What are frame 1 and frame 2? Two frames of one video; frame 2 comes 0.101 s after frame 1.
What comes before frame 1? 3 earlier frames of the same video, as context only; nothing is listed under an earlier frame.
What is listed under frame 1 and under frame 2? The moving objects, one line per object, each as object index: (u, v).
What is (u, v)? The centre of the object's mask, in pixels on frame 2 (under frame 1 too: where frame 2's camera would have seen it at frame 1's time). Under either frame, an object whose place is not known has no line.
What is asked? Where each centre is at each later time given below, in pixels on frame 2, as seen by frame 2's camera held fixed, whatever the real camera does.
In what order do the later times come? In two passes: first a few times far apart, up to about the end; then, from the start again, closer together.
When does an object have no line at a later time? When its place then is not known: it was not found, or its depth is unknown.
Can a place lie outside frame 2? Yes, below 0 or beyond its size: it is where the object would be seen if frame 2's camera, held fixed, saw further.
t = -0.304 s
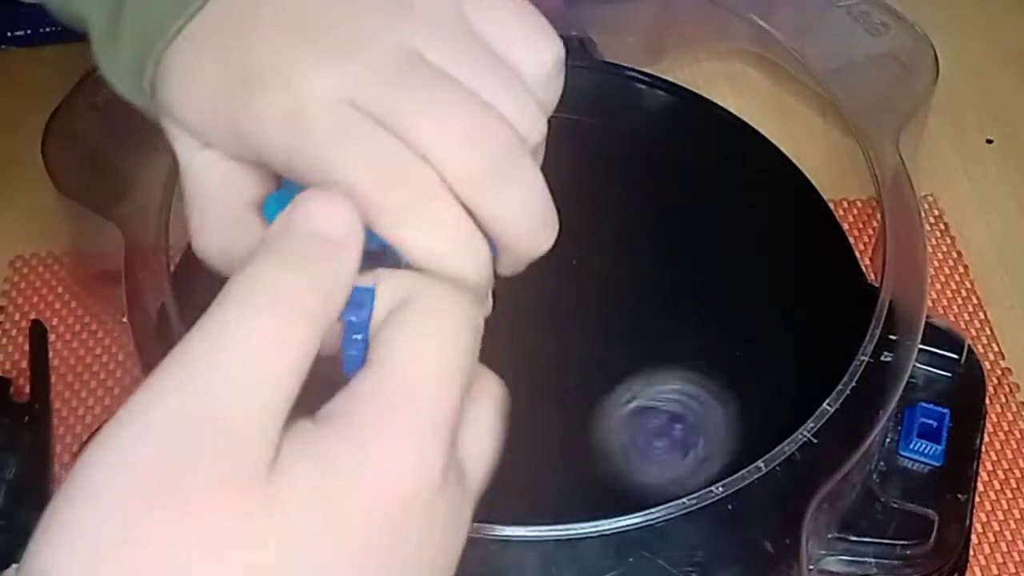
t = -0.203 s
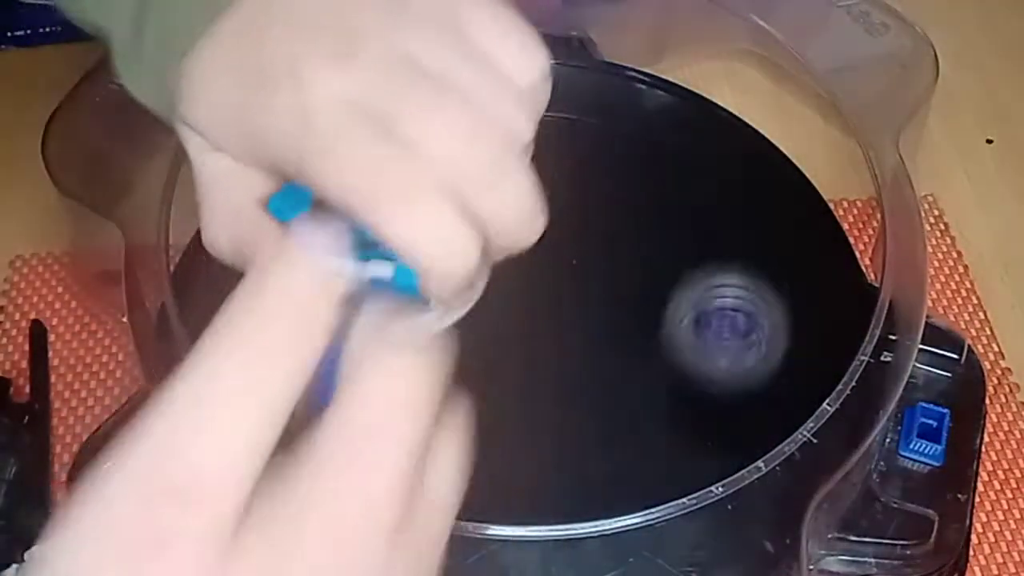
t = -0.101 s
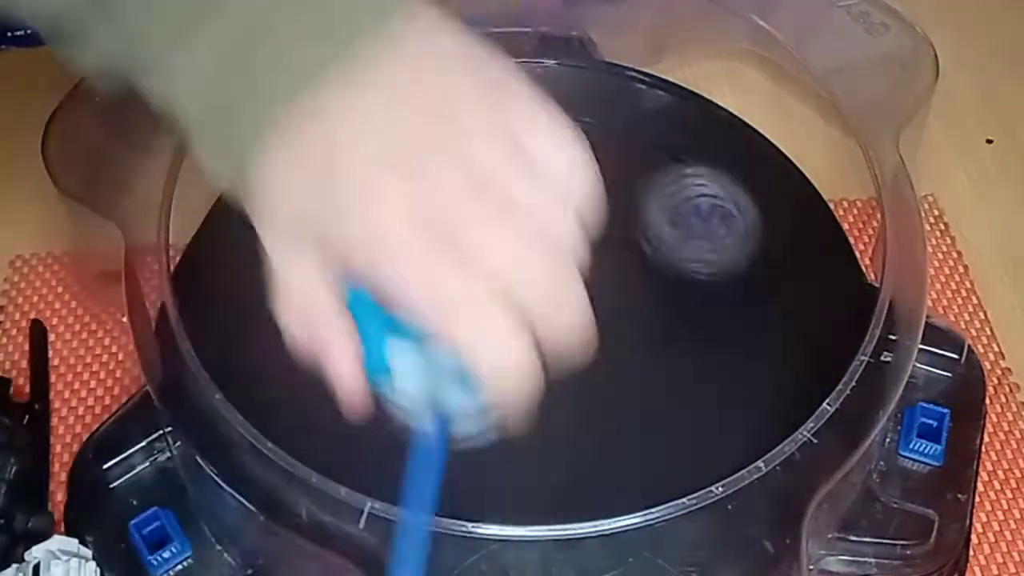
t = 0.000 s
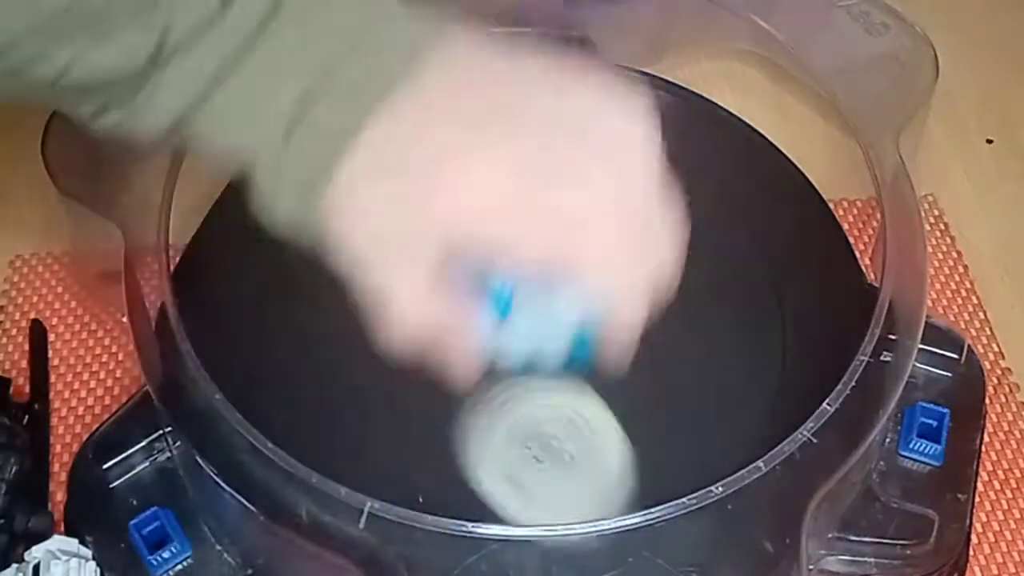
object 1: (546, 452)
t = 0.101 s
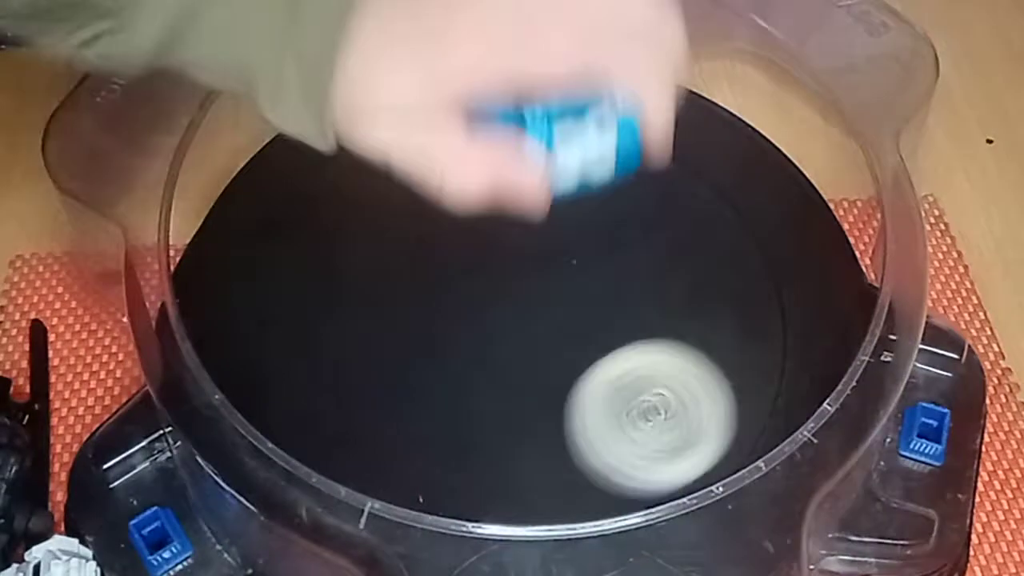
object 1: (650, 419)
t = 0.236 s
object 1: (717, 319)
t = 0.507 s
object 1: (540, 94)
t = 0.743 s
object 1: (265, 321)
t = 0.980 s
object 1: (706, 468)
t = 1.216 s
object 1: (545, 93)
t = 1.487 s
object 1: (357, 492)
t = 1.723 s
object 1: (770, 248)
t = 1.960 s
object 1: (437, 102)
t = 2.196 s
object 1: (301, 448)
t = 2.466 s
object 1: (775, 291)
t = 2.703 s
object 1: (531, 97)
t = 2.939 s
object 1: (257, 291)
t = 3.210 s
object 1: (651, 539)
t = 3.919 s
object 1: (231, 330)
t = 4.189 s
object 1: (613, 507)
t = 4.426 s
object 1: (680, 351)
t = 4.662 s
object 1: (497, 237)
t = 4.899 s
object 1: (285, 349)
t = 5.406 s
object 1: (596, 360)
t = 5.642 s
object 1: (439, 275)
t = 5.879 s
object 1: (354, 335)
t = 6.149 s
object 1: (437, 418)
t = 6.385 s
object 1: (534, 336)
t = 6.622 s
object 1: (493, 261)
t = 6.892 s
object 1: (317, 199)
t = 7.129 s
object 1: (369, 303)
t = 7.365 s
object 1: (417, 334)
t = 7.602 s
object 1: (364, 313)
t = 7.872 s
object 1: (363, 343)
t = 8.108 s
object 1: (374, 333)
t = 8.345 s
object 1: (340, 347)
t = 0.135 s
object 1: (678, 405)
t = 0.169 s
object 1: (700, 390)
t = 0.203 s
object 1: (711, 350)
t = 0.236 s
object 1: (717, 319)
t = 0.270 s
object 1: (714, 280)
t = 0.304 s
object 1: (705, 244)
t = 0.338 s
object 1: (692, 211)
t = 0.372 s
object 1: (673, 176)
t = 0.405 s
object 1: (650, 145)
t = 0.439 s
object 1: (621, 119)
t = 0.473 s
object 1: (585, 96)
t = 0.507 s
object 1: (540, 94)
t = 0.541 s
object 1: (489, 105)
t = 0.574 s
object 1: (439, 122)
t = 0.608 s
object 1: (393, 146)
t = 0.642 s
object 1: (349, 178)
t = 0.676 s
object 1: (311, 219)
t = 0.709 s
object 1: (281, 270)
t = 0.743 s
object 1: (265, 321)
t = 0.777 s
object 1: (262, 378)
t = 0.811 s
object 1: (296, 436)
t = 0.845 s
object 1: (360, 484)
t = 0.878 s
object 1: (439, 511)
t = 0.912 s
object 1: (533, 520)
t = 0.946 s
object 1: (633, 507)
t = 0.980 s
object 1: (706, 468)
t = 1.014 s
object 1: (756, 399)
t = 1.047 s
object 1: (778, 323)
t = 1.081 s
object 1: (770, 248)
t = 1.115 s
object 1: (733, 187)
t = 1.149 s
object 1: (678, 142)
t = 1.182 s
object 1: (615, 112)
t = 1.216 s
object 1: (545, 93)
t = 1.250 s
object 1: (474, 96)
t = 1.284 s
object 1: (405, 113)
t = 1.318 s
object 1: (343, 149)
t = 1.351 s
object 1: (293, 197)
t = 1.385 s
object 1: (258, 264)
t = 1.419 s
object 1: (257, 339)
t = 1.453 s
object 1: (291, 423)
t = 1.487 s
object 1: (357, 492)
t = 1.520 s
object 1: (455, 516)
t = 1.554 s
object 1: (568, 518)
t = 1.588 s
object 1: (662, 496)
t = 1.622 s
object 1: (728, 445)
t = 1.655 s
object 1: (766, 376)
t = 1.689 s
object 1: (781, 313)
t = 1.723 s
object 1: (770, 248)
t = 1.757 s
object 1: (741, 197)
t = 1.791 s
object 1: (701, 156)
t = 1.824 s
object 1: (653, 128)
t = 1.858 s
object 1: (601, 107)
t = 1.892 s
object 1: (550, 93)
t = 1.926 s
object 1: (494, 91)
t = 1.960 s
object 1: (437, 102)
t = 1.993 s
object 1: (383, 121)
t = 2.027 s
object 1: (335, 151)
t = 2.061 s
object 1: (291, 192)
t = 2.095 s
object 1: (259, 245)
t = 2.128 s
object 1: (250, 304)
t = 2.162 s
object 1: (261, 379)
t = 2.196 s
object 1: (301, 448)
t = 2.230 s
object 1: (370, 500)
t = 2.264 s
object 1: (459, 516)
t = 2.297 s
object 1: (555, 515)
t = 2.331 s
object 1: (643, 501)
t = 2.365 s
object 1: (705, 462)
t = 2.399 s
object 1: (748, 406)
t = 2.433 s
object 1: (772, 347)
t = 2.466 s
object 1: (775, 291)
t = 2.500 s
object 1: (762, 239)
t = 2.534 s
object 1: (736, 197)
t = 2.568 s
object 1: (702, 163)
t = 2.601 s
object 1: (663, 137)
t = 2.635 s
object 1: (622, 118)
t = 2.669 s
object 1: (578, 102)
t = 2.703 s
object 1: (531, 97)
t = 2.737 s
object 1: (482, 100)
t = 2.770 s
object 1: (433, 113)
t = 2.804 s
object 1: (387, 131)
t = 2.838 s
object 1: (346, 159)
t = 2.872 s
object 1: (309, 196)
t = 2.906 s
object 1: (278, 240)
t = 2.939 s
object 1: (257, 291)
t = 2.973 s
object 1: (248, 347)
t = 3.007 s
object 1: (261, 403)
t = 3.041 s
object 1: (293, 462)
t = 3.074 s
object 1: (338, 503)
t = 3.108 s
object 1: (405, 518)
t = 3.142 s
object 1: (481, 529)
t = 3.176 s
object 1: (564, 537)
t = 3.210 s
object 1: (651, 539)
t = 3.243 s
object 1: (714, 526)
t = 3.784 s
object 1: (311, 174)
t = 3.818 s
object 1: (272, 208)
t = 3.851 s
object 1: (244, 245)
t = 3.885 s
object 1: (224, 287)
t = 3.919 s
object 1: (231, 330)
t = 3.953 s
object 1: (261, 374)
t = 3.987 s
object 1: (300, 415)
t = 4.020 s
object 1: (347, 448)
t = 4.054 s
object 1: (398, 476)
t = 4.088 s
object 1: (455, 498)
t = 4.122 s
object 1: (506, 512)
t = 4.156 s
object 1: (558, 513)
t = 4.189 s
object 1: (613, 507)
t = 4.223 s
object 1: (656, 488)
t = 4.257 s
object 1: (689, 458)
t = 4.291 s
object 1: (700, 426)
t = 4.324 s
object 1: (706, 418)
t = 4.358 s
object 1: (704, 396)
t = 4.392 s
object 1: (693, 373)
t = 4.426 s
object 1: (680, 351)
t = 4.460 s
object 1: (660, 326)
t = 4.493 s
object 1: (638, 304)
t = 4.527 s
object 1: (613, 281)
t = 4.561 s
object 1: (588, 266)
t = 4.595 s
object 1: (559, 252)
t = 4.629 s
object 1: (528, 243)
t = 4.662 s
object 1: (497, 237)
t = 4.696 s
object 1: (463, 236)
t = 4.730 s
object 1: (432, 239)
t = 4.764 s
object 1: (401, 247)
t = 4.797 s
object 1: (373, 262)
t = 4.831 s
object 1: (338, 287)
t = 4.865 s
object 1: (307, 319)
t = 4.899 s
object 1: (285, 349)
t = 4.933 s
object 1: (273, 379)
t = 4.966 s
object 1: (274, 406)
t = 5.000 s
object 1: (284, 438)
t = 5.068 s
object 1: (314, 493)
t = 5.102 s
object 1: (342, 503)
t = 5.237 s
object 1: (471, 497)
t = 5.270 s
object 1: (505, 473)
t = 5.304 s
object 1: (534, 457)
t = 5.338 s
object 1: (561, 429)
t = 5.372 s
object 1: (583, 395)
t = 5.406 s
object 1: (596, 360)
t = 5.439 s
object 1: (590, 333)
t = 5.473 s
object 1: (563, 320)
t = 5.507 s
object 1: (537, 307)
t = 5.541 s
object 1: (511, 297)
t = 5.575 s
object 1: (483, 287)
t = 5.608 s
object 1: (459, 280)
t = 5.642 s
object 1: (439, 275)
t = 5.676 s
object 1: (419, 273)
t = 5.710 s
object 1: (405, 273)
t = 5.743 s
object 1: (397, 276)
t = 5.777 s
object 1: (391, 281)
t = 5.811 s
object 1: (389, 288)
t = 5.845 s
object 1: (375, 309)
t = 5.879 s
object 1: (354, 335)
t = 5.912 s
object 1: (338, 361)
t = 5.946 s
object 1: (333, 382)
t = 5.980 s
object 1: (333, 399)
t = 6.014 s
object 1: (343, 412)
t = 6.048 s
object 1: (362, 420)
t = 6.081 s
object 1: (383, 423)
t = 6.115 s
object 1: (411, 422)
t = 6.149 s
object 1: (437, 418)
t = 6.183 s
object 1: (466, 411)
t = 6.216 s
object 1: (489, 400)
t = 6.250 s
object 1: (512, 386)
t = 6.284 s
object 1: (531, 371)
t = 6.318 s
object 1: (542, 358)
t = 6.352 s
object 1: (539, 348)
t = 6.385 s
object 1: (534, 336)
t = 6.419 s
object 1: (527, 321)
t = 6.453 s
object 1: (520, 308)
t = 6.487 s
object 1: (513, 296)
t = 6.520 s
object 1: (508, 285)
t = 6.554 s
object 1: (502, 275)
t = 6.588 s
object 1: (498, 267)
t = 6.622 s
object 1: (493, 261)
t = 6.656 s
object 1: (489, 255)
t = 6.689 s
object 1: (484, 251)
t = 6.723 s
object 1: (480, 248)
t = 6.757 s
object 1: (471, 244)
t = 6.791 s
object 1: (432, 230)
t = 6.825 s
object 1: (385, 216)
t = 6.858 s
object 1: (347, 205)
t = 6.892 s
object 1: (317, 199)
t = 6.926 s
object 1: (295, 201)
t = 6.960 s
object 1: (292, 211)
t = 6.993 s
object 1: (302, 228)
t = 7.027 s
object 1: (315, 249)
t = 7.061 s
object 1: (330, 268)
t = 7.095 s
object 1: (348, 286)
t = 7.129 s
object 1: (369, 303)
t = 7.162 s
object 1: (394, 318)
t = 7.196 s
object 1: (420, 328)
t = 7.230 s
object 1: (444, 336)
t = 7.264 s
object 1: (450, 341)
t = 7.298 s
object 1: (434, 341)
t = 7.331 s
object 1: (422, 339)
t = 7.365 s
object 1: (417, 334)
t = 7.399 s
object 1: (417, 329)
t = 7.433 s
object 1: (421, 323)
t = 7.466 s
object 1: (428, 317)
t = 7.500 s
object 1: (437, 311)
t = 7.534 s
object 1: (422, 308)
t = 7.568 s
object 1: (388, 310)
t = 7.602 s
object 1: (364, 313)
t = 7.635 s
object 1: (347, 316)
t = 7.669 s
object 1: (337, 320)
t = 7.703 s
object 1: (332, 324)
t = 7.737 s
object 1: (332, 328)
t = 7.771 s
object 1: (336, 333)
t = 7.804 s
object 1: (342, 337)
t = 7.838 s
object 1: (352, 340)
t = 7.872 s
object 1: (363, 343)
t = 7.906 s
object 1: (376, 345)
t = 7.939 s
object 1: (390, 345)
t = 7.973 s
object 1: (405, 342)
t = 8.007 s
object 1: (422, 338)
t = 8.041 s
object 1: (436, 331)
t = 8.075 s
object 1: (406, 332)
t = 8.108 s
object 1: (374, 333)
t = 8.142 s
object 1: (348, 334)
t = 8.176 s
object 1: (330, 335)
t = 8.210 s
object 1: (321, 336)
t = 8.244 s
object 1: (319, 338)
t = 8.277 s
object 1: (321, 341)
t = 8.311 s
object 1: (329, 344)
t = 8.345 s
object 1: (340, 347)
